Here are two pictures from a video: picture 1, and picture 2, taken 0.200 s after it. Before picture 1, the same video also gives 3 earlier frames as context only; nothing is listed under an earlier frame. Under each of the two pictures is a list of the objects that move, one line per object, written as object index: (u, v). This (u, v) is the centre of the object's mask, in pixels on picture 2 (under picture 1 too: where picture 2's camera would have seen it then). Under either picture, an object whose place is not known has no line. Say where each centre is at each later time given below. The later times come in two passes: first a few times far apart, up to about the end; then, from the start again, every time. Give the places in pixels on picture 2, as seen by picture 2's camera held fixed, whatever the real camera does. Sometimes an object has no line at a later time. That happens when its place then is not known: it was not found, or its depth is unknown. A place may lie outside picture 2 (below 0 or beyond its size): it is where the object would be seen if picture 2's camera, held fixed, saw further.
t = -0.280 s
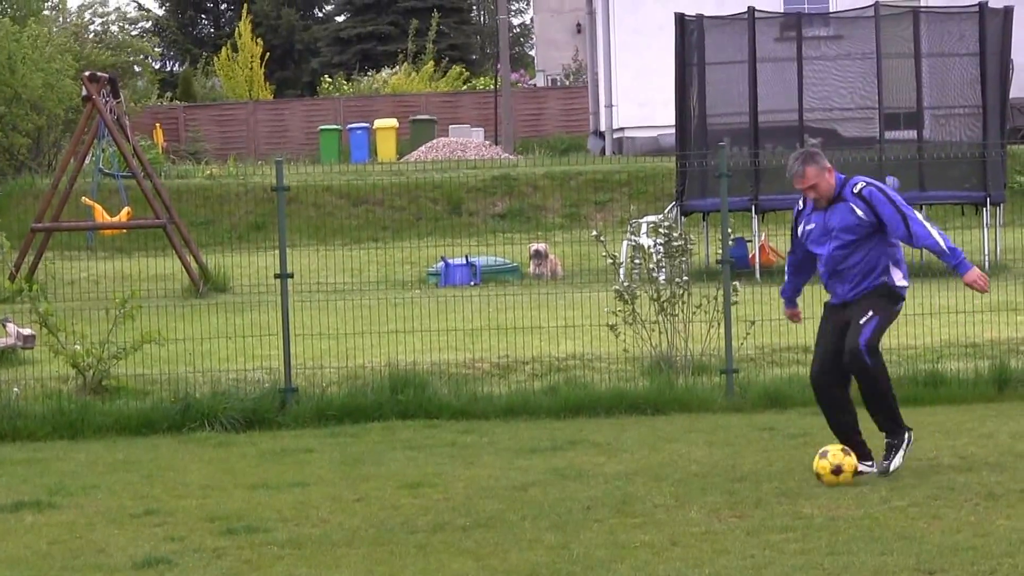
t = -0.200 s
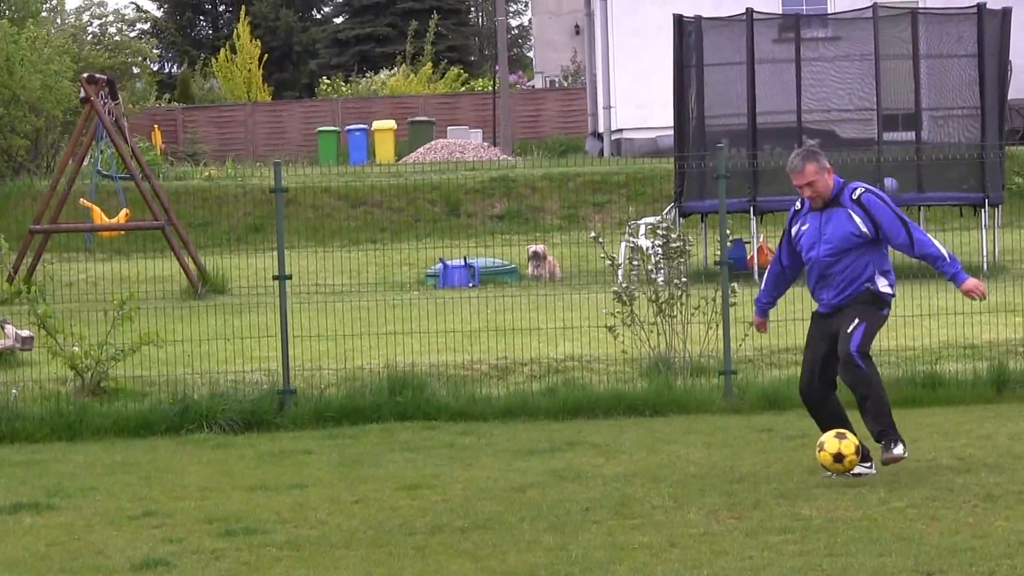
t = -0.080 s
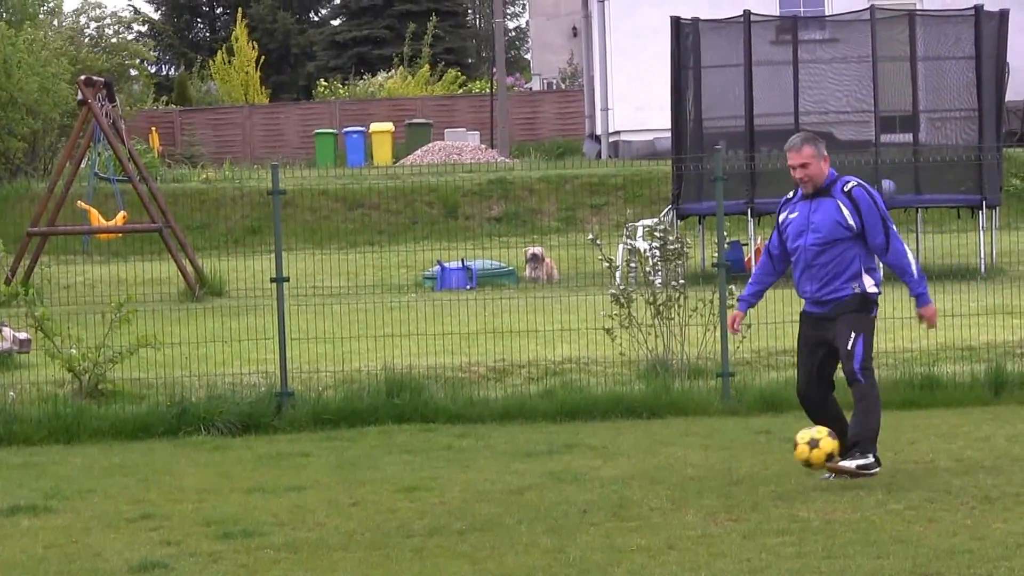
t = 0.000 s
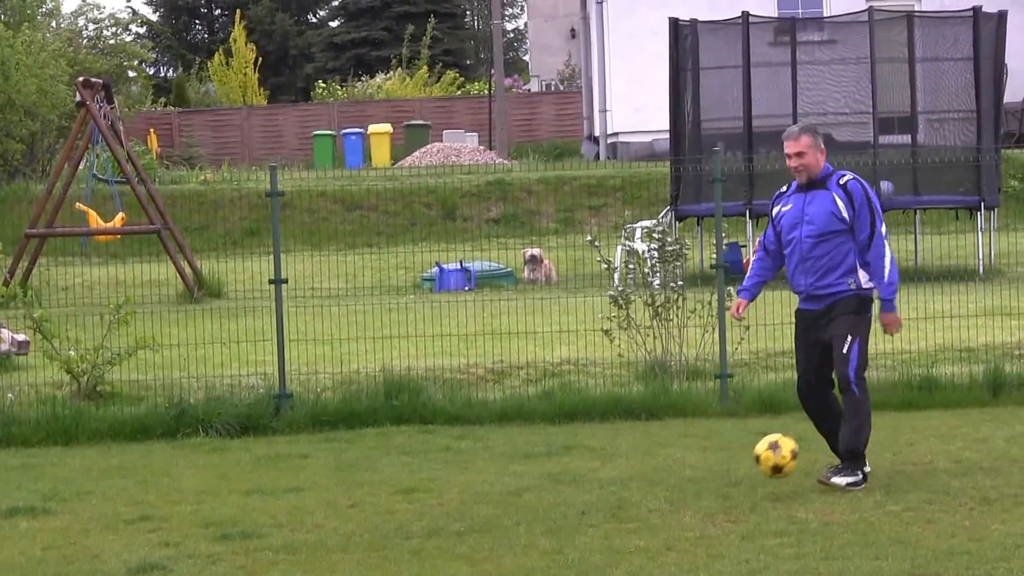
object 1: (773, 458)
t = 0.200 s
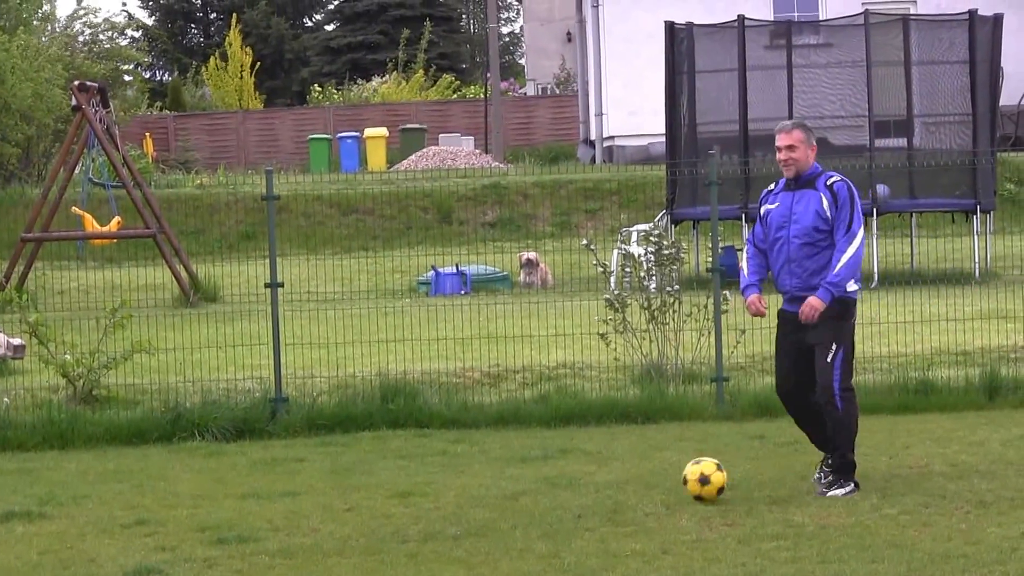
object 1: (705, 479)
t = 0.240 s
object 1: (696, 482)
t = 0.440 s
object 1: (651, 488)
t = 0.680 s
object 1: (607, 491)
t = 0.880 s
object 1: (575, 495)
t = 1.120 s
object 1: (545, 496)
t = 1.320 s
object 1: (523, 498)
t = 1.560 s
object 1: (498, 503)
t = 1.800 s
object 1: (476, 504)
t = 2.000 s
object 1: (472, 504)
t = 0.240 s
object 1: (696, 482)
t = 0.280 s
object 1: (688, 486)
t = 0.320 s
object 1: (678, 487)
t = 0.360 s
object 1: (669, 487)
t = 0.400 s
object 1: (660, 489)
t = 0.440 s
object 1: (651, 488)
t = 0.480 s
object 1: (644, 486)
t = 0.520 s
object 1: (636, 486)
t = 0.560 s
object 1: (629, 487)
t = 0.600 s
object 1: (621, 490)
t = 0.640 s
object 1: (613, 490)
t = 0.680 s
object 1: (607, 491)
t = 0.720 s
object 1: (600, 490)
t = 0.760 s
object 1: (593, 491)
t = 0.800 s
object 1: (587, 492)
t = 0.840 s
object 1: (581, 494)
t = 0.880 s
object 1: (575, 495)
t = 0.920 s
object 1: (569, 495)
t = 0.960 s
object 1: (563, 495)
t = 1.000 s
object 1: (558, 495)
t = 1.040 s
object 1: (554, 495)
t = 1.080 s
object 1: (549, 495)
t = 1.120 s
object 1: (545, 496)
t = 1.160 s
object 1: (540, 497)
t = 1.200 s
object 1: (535, 498)
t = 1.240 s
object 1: (531, 498)
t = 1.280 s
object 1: (527, 498)
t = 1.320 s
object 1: (523, 498)
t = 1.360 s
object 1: (519, 498)
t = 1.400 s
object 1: (515, 500)
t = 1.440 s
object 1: (511, 500)
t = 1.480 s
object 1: (508, 502)
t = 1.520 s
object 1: (503, 503)
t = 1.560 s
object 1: (498, 503)
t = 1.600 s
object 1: (493, 504)
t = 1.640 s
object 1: (488, 504)
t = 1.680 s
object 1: (484, 504)
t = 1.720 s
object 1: (481, 504)
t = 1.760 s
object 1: (478, 504)
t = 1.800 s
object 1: (476, 504)
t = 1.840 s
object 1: (475, 504)
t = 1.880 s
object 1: (473, 503)
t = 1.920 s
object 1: (473, 504)
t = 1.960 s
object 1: (472, 504)
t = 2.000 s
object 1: (472, 504)
